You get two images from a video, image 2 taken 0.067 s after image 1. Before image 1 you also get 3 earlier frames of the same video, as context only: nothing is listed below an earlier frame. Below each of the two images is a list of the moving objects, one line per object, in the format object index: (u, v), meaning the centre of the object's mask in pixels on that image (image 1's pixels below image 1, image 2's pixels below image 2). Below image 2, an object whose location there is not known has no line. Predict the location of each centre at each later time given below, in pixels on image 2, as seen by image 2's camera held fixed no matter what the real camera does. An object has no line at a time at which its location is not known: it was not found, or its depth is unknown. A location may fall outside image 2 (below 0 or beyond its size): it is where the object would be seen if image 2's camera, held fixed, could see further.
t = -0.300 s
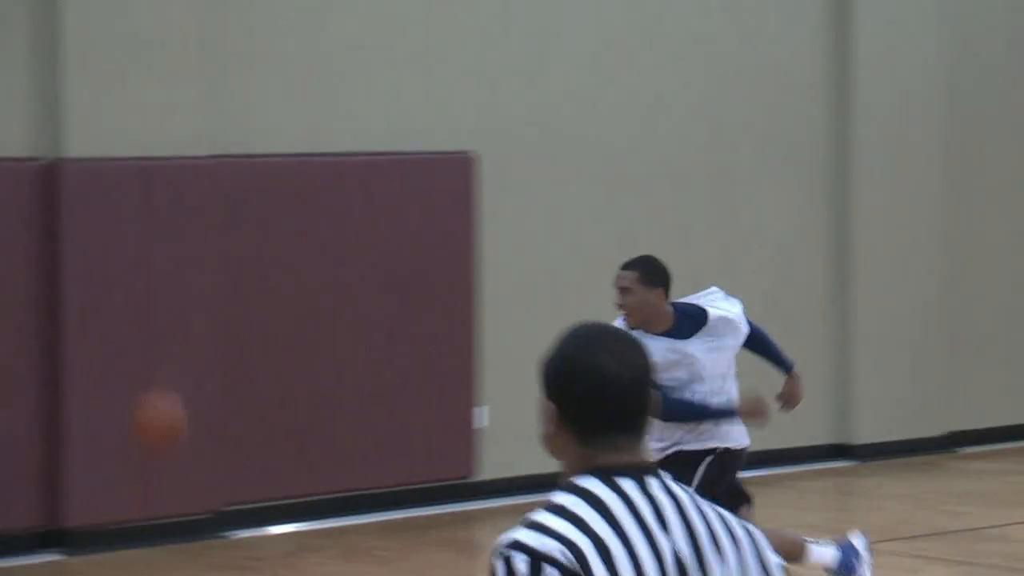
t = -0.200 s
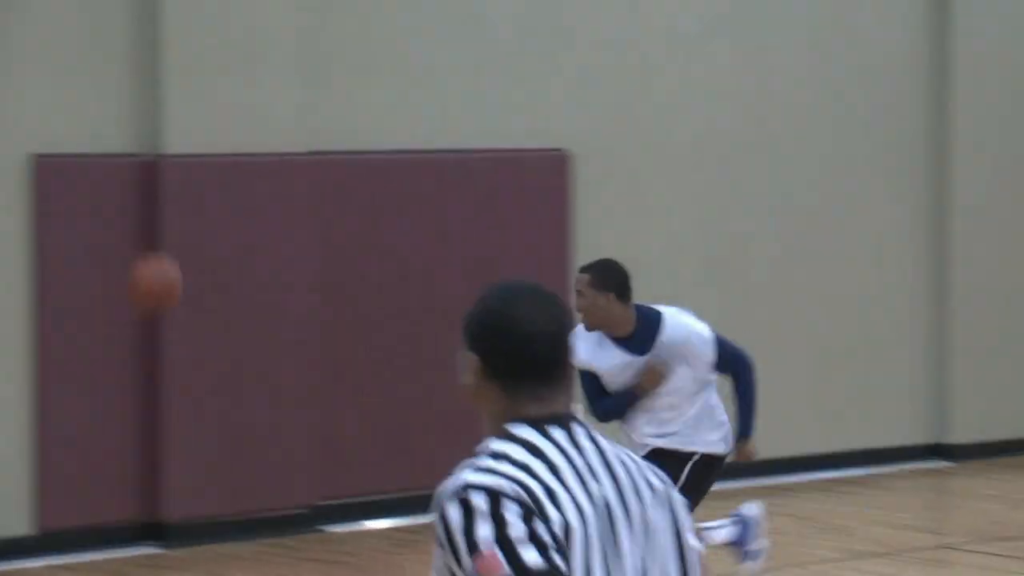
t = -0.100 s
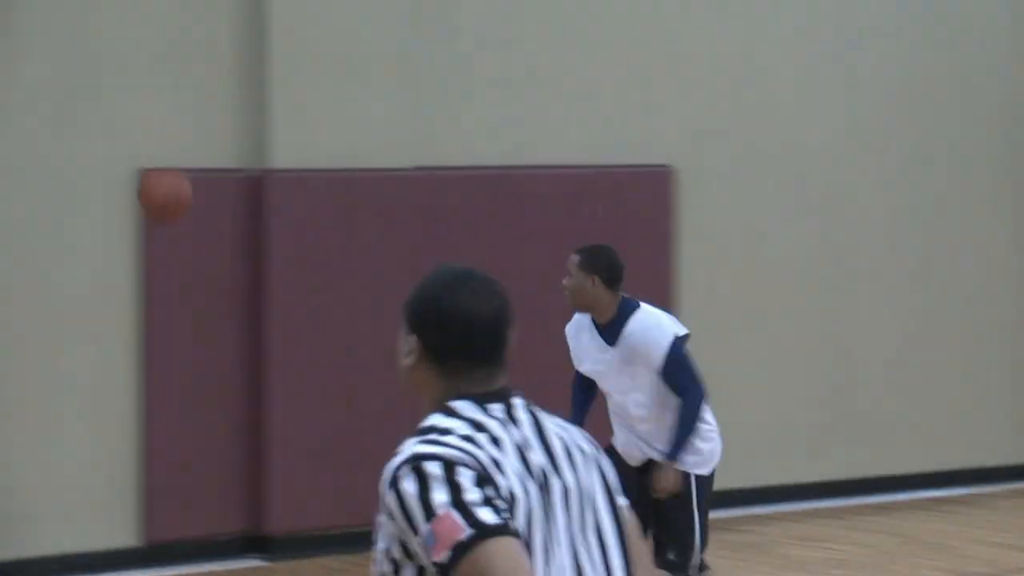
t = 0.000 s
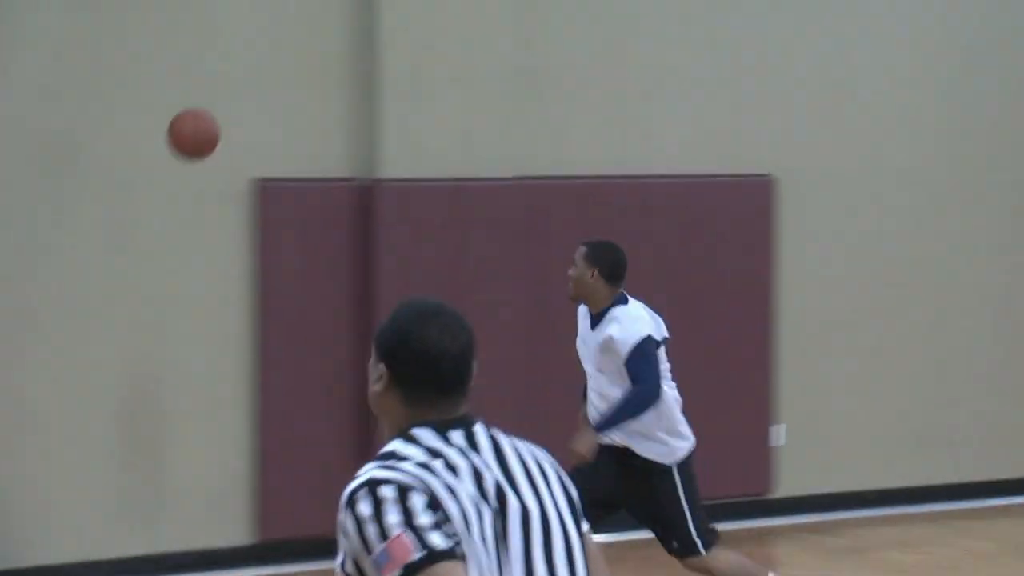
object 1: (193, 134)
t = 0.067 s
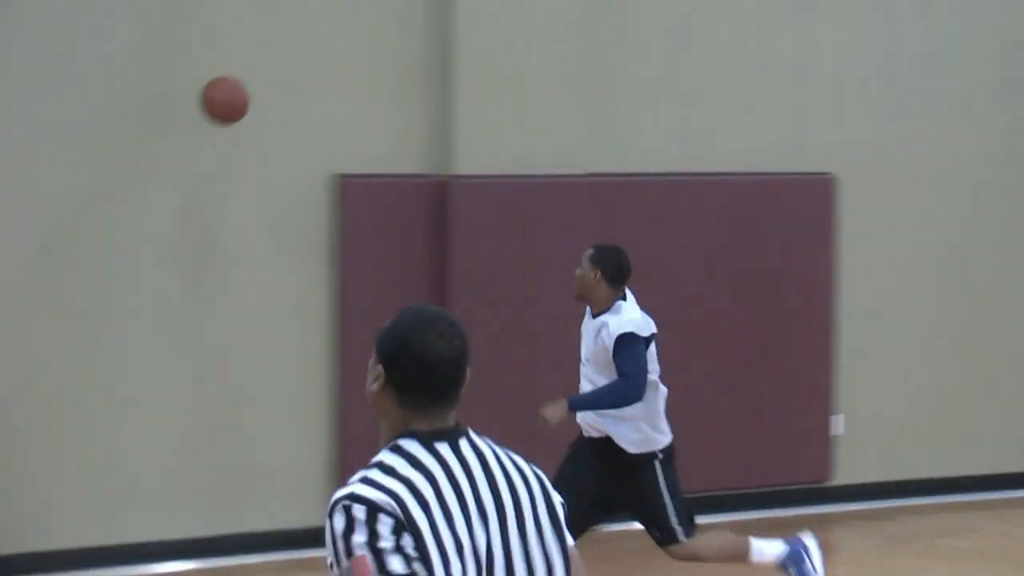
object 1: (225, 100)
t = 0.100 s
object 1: (198, 87)
